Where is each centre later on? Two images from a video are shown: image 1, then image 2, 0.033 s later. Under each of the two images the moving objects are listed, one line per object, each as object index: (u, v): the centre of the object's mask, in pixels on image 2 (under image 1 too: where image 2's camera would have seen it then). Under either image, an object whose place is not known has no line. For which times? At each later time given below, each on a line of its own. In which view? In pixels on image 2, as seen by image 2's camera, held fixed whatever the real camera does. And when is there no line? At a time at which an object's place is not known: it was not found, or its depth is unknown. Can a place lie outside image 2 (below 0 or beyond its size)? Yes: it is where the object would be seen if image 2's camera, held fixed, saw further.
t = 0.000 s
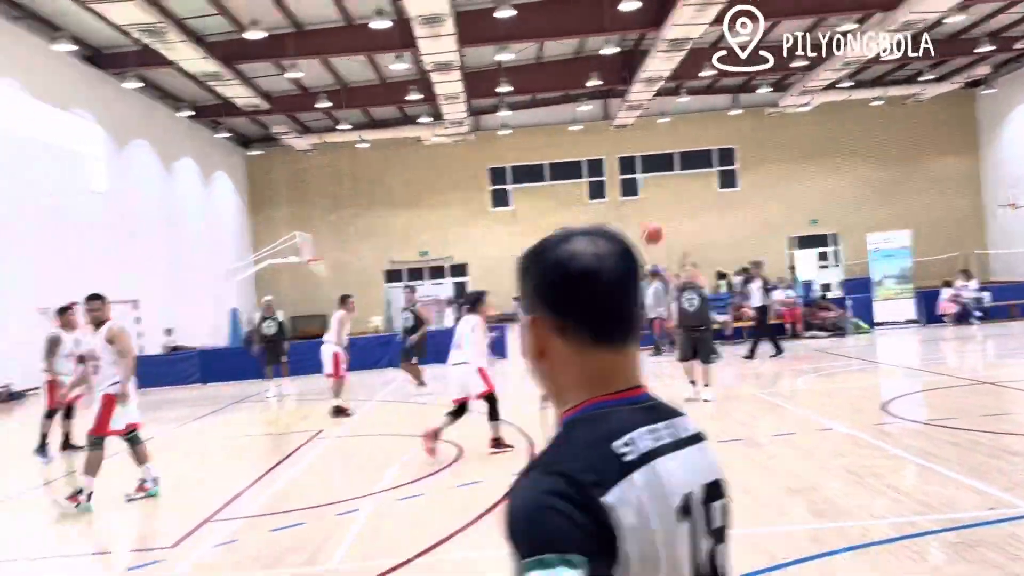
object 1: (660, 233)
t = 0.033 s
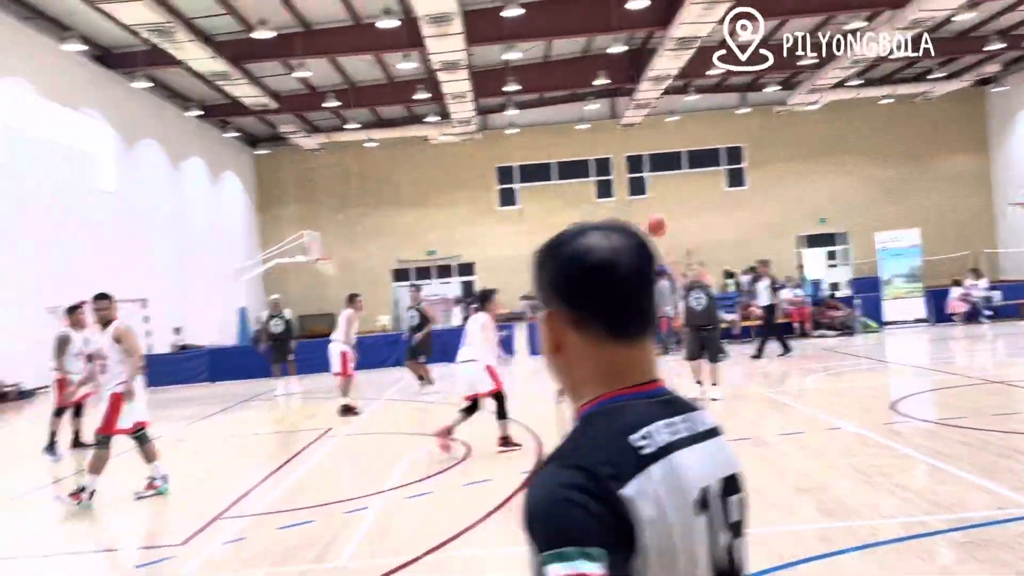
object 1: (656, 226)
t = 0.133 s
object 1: (626, 190)
